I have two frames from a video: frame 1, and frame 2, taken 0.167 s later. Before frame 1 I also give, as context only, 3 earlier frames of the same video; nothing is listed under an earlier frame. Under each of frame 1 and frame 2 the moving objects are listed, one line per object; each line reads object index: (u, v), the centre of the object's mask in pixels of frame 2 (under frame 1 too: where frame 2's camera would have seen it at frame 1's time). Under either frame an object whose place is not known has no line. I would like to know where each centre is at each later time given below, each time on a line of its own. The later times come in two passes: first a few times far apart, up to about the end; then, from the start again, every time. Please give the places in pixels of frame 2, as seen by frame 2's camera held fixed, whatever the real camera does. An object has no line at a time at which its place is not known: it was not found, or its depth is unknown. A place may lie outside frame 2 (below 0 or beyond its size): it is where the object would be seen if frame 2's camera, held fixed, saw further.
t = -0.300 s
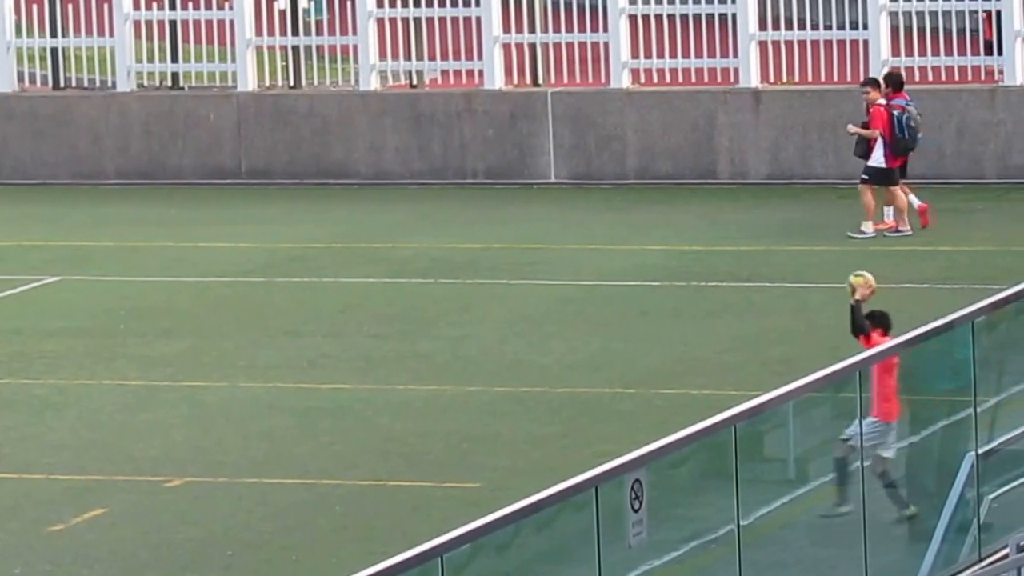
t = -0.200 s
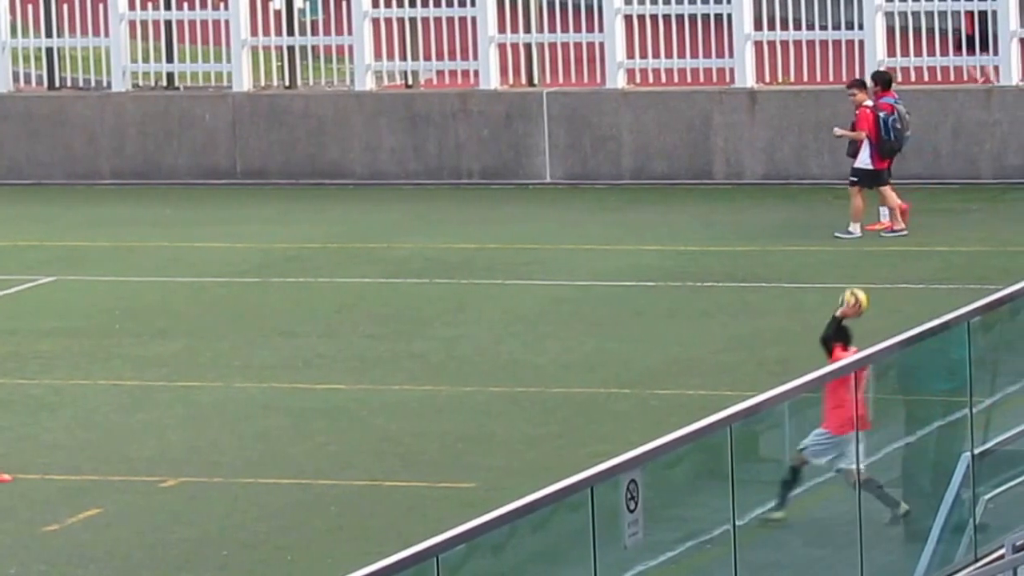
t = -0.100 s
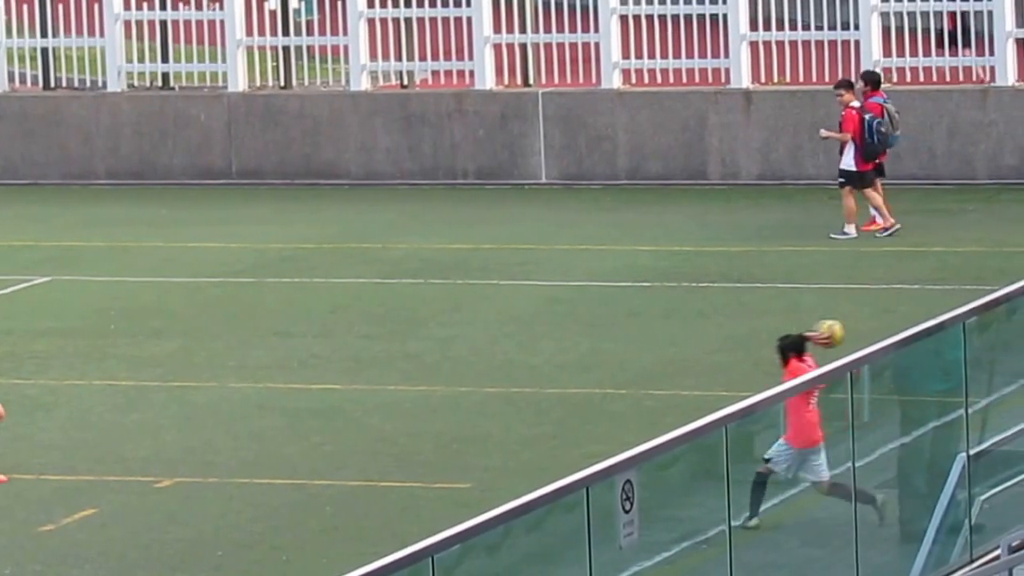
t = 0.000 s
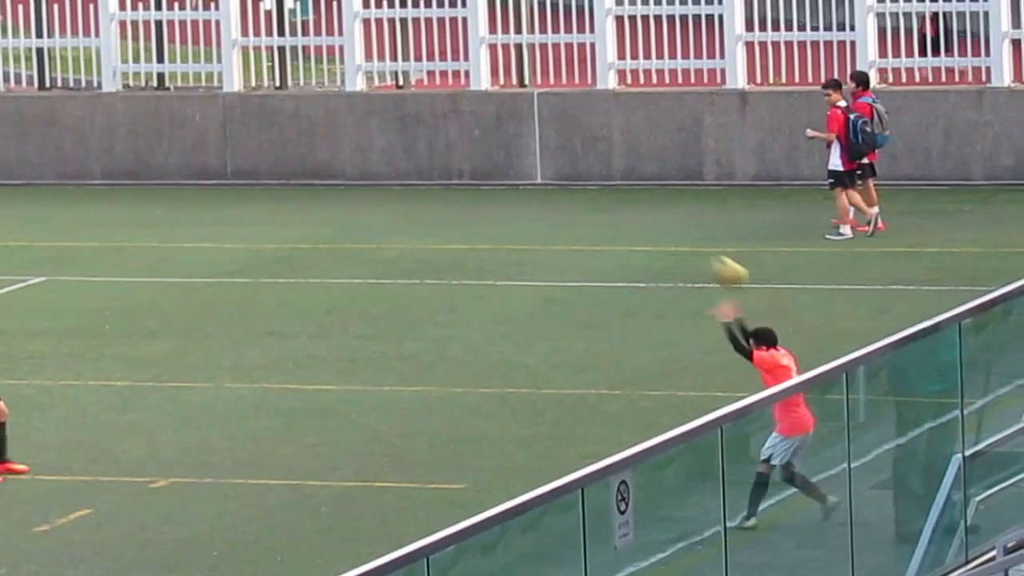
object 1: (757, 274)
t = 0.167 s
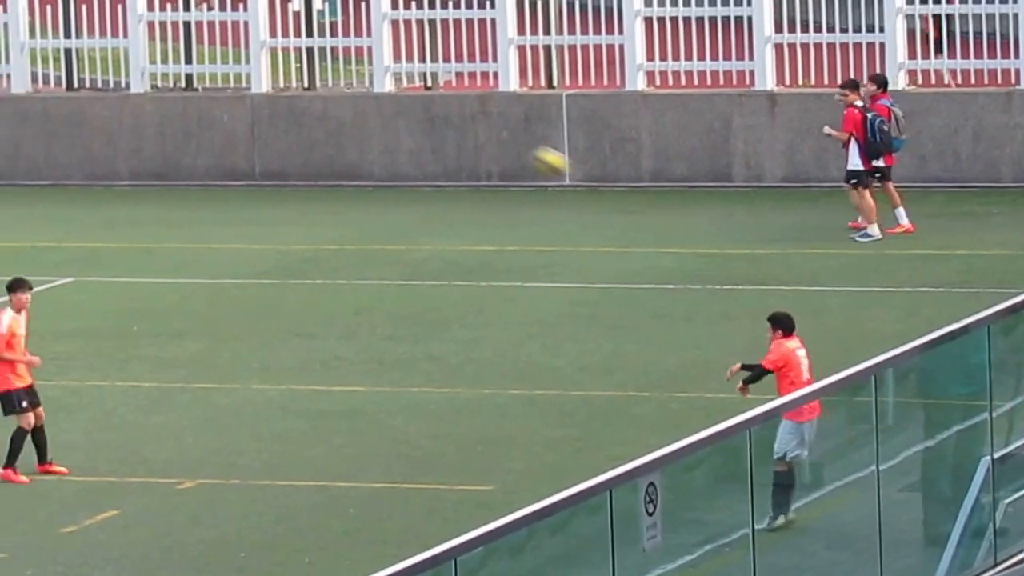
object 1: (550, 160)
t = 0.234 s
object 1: (472, 127)
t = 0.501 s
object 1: (174, 58)
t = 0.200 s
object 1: (512, 143)
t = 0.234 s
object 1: (472, 127)
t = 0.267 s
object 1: (433, 113)
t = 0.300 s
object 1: (395, 102)
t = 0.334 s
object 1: (357, 91)
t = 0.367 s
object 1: (320, 82)
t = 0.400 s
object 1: (284, 74)
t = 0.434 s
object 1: (246, 68)
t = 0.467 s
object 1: (210, 62)
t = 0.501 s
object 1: (174, 58)
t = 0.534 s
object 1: (137, 57)
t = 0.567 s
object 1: (101, 55)
